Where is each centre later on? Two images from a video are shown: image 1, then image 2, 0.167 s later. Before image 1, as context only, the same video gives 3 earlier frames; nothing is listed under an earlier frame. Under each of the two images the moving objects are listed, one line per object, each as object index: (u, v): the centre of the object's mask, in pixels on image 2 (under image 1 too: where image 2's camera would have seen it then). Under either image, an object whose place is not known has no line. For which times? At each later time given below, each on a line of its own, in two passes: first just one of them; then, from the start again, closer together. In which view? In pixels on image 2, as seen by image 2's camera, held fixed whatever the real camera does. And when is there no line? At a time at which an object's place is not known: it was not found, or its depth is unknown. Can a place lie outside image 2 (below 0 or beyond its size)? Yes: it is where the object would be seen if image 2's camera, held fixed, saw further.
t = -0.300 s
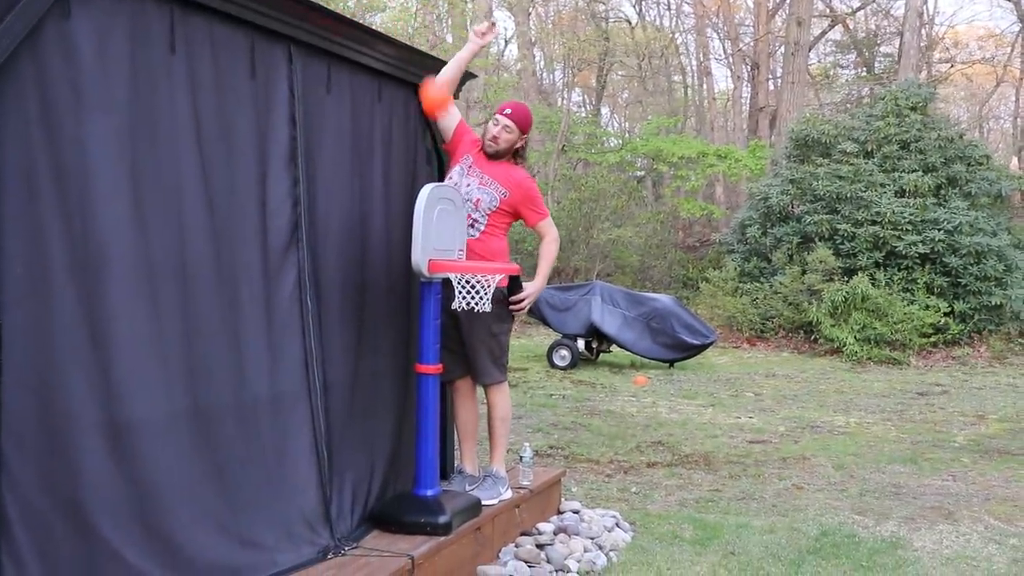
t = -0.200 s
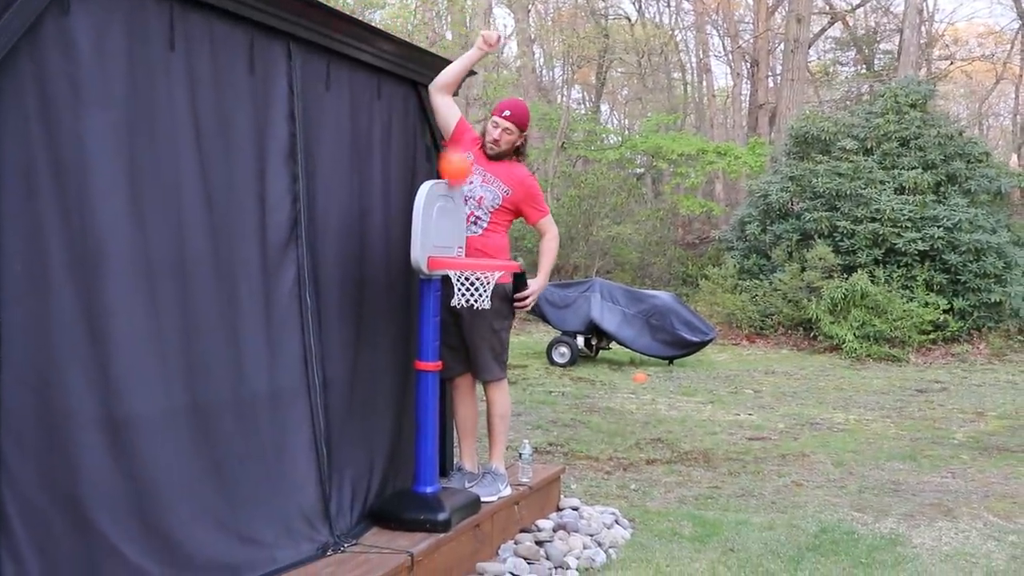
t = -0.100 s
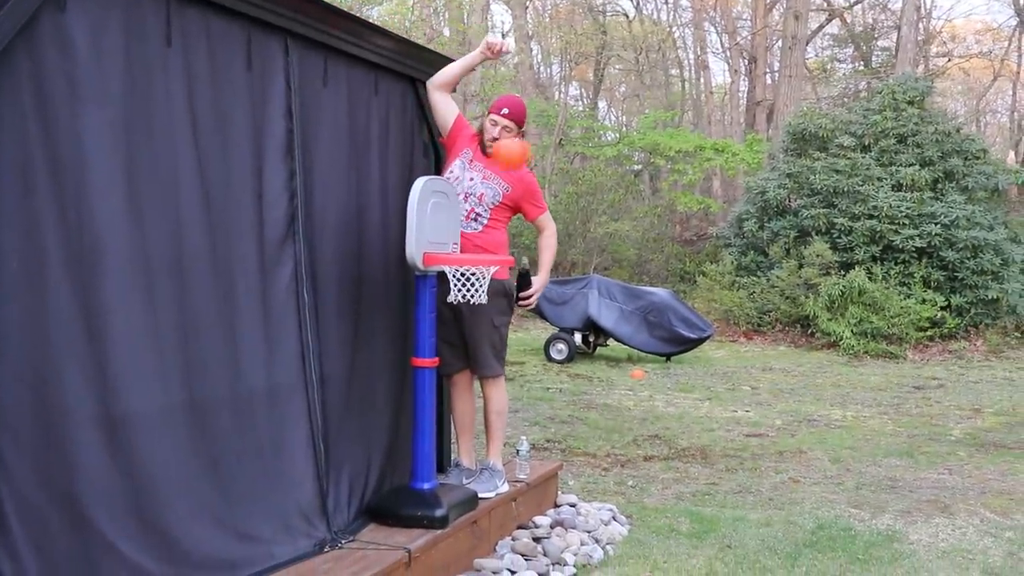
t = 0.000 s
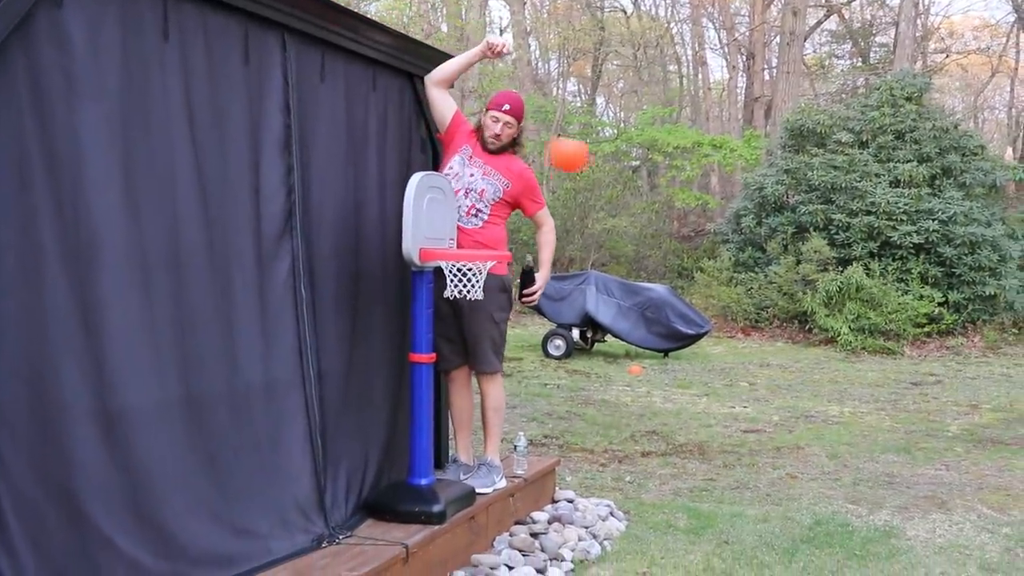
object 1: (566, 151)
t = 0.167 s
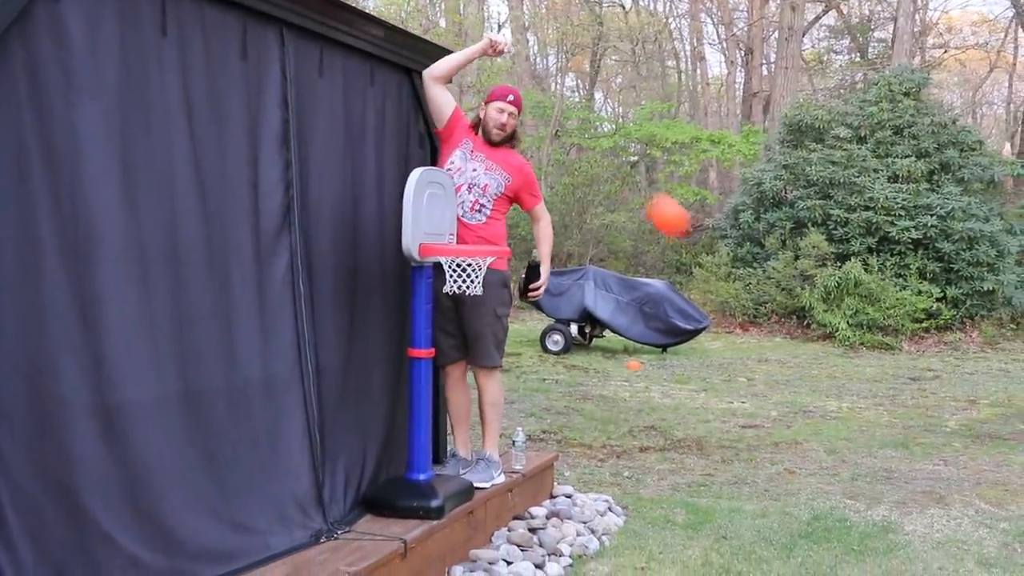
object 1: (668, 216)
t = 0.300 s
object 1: (748, 314)
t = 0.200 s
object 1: (688, 236)
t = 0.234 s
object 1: (708, 258)
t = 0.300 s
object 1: (748, 314)
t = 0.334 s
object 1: (769, 348)
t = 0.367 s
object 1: (787, 384)
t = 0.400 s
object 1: (805, 421)
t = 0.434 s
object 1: (823, 459)
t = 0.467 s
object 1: (843, 502)
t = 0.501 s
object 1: (862, 547)
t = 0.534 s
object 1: (877, 581)
